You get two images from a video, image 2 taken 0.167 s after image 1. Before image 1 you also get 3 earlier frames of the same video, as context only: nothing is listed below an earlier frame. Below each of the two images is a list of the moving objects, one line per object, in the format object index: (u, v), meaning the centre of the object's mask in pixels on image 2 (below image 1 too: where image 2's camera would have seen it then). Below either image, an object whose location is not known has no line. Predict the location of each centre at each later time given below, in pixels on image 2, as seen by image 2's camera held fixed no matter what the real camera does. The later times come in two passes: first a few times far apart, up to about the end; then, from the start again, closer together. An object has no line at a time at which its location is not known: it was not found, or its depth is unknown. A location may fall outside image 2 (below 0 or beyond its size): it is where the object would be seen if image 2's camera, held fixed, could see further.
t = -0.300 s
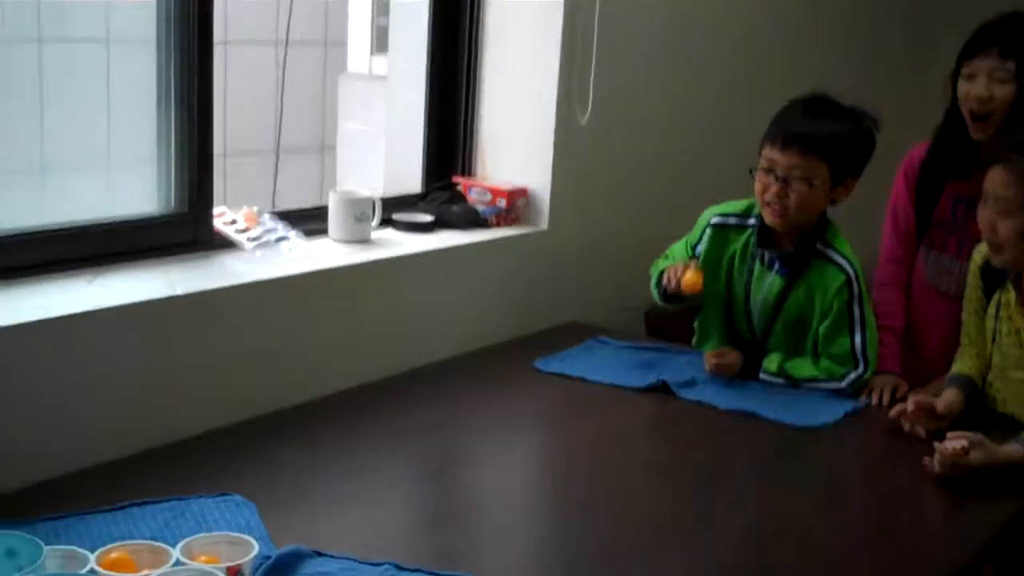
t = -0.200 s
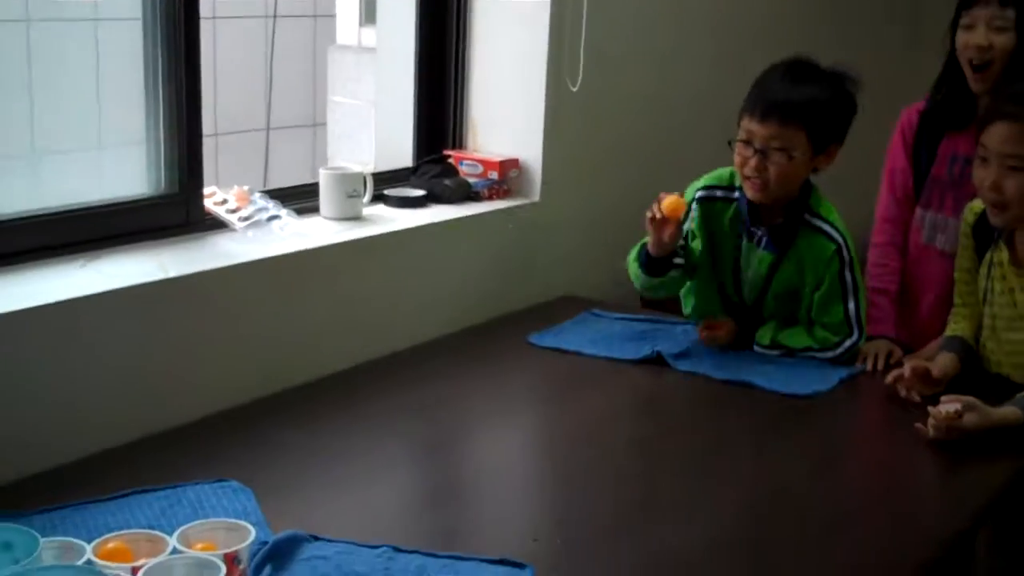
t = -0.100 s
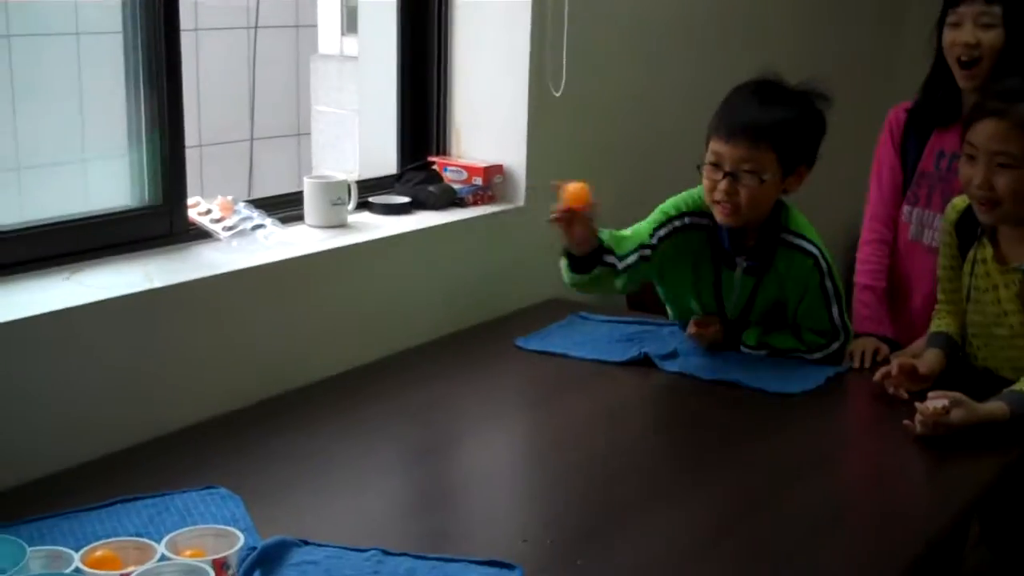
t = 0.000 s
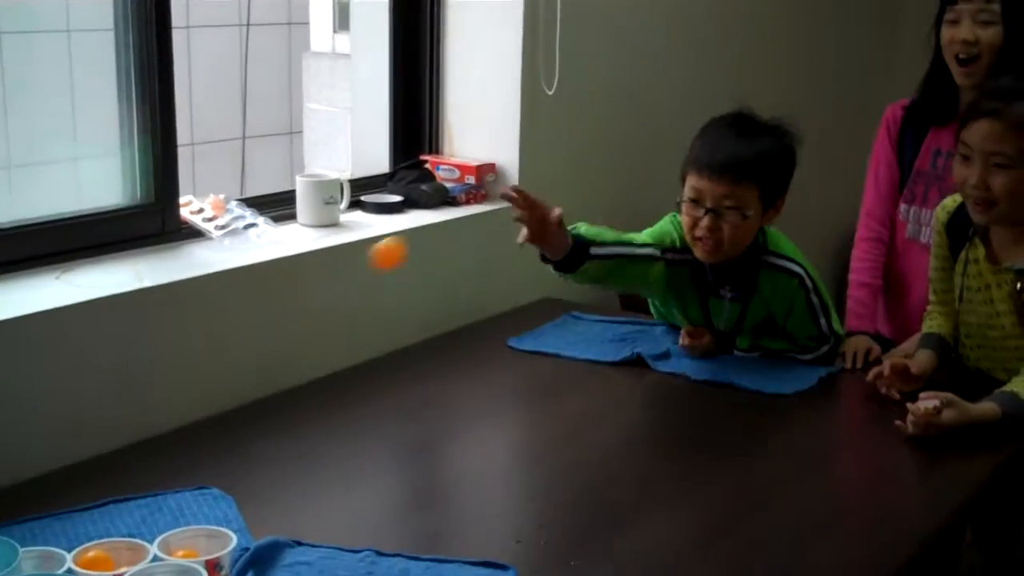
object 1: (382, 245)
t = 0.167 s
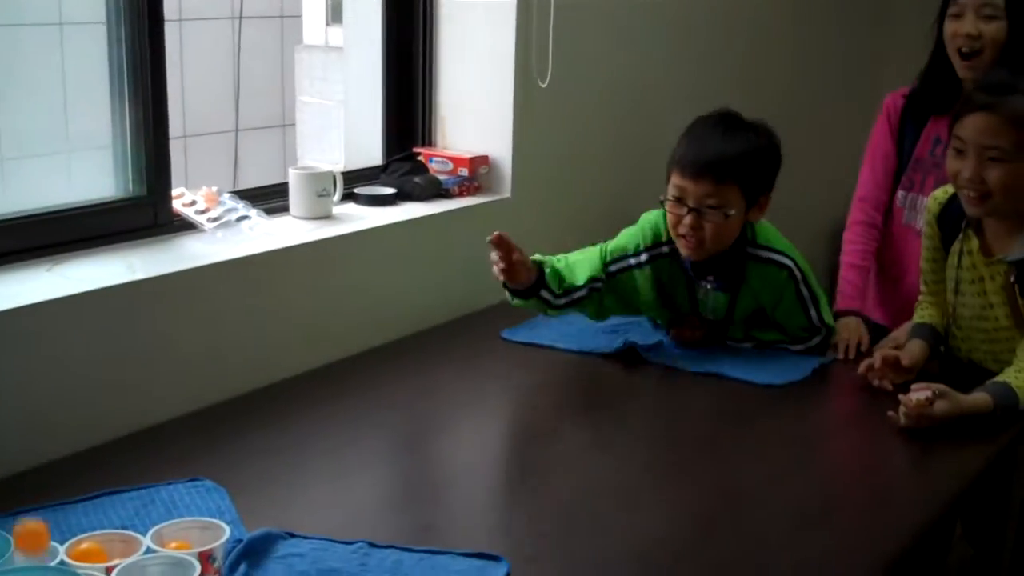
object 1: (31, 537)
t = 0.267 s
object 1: (23, 457)
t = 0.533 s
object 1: (30, 463)
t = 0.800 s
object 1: (45, 425)
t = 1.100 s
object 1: (145, 426)
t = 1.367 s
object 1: (217, 433)
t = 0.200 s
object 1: (27, 502)
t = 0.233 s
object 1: (25, 474)
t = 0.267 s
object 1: (23, 457)
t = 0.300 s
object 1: (24, 448)
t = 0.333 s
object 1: (25, 449)
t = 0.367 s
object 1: (26, 457)
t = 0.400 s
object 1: (27, 474)
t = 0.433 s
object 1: (29, 499)
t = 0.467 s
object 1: (30, 499)
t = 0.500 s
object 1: (31, 478)
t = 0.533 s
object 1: (30, 463)
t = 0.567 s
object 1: (33, 456)
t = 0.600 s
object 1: (36, 457)
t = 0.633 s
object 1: (39, 465)
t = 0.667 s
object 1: (41, 468)
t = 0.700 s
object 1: (42, 447)
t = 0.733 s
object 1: (41, 432)
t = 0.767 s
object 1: (40, 425)
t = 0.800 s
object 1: (45, 425)
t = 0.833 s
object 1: (58, 432)
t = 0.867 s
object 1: (74, 446)
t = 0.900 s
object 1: (85, 442)
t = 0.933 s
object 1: (96, 431)
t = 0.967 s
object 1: (105, 426)
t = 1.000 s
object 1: (115, 429)
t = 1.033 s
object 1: (126, 439)
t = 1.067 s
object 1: (135, 438)
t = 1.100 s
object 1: (145, 426)
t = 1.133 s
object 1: (154, 423)
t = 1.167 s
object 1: (163, 425)
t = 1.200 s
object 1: (172, 435)
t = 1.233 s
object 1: (182, 430)
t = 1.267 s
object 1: (190, 422)
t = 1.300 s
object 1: (199, 420)
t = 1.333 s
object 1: (208, 425)
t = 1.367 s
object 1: (217, 433)
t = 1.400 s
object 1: (225, 421)
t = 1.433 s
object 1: (233, 416)
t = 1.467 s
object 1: (241, 418)
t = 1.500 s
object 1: (249, 427)
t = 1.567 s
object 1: (264, 414)
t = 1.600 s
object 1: (271, 414)
